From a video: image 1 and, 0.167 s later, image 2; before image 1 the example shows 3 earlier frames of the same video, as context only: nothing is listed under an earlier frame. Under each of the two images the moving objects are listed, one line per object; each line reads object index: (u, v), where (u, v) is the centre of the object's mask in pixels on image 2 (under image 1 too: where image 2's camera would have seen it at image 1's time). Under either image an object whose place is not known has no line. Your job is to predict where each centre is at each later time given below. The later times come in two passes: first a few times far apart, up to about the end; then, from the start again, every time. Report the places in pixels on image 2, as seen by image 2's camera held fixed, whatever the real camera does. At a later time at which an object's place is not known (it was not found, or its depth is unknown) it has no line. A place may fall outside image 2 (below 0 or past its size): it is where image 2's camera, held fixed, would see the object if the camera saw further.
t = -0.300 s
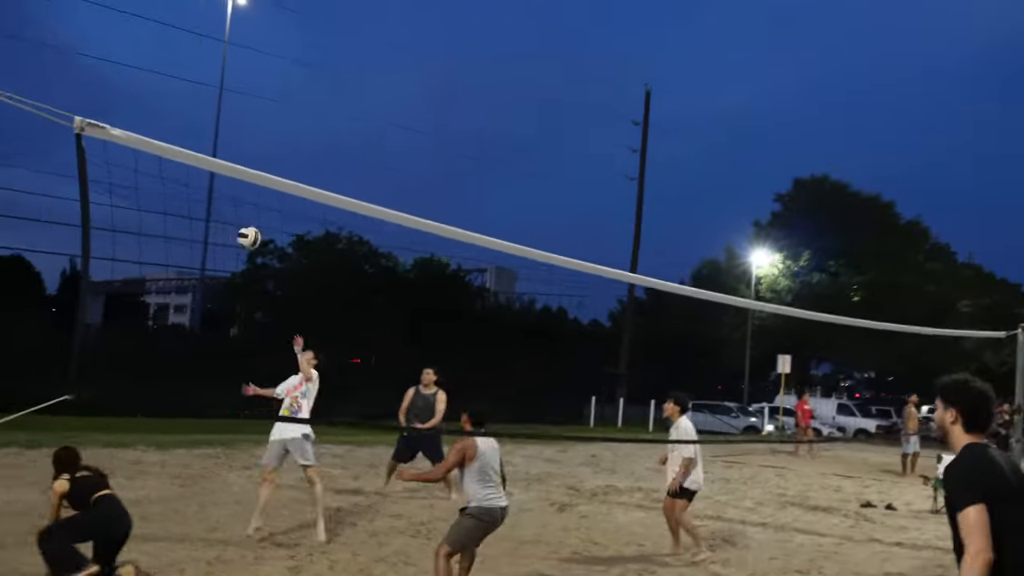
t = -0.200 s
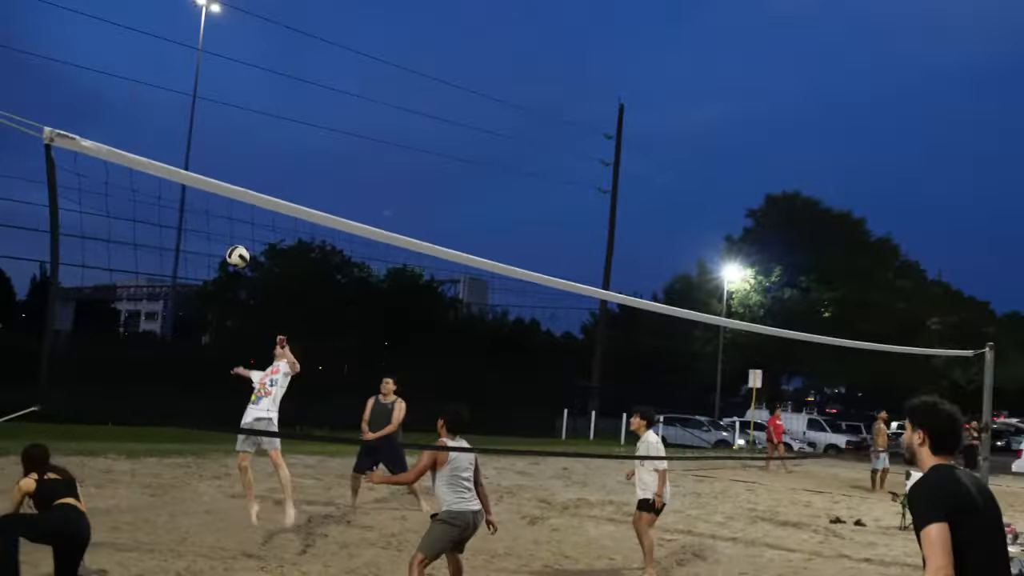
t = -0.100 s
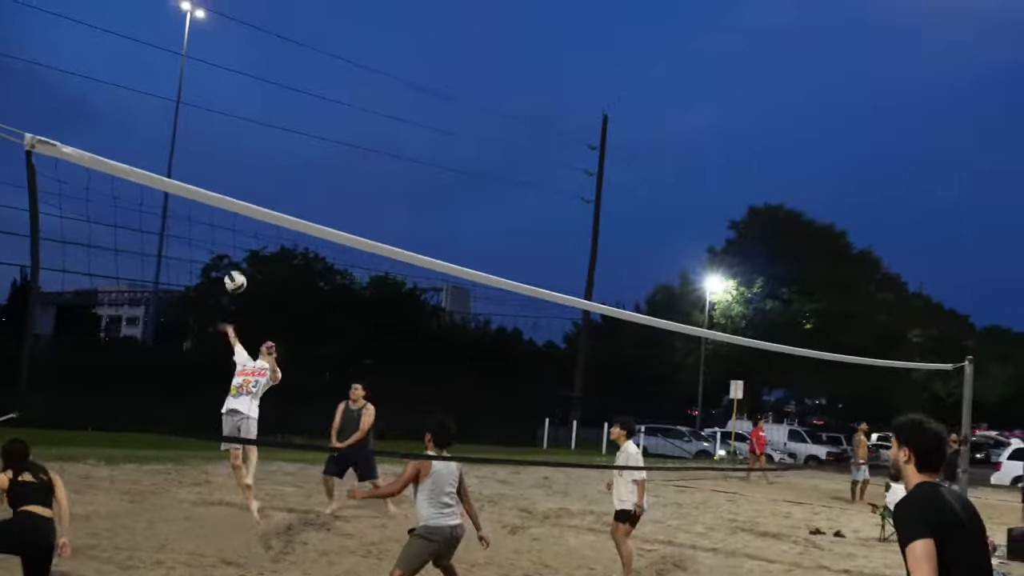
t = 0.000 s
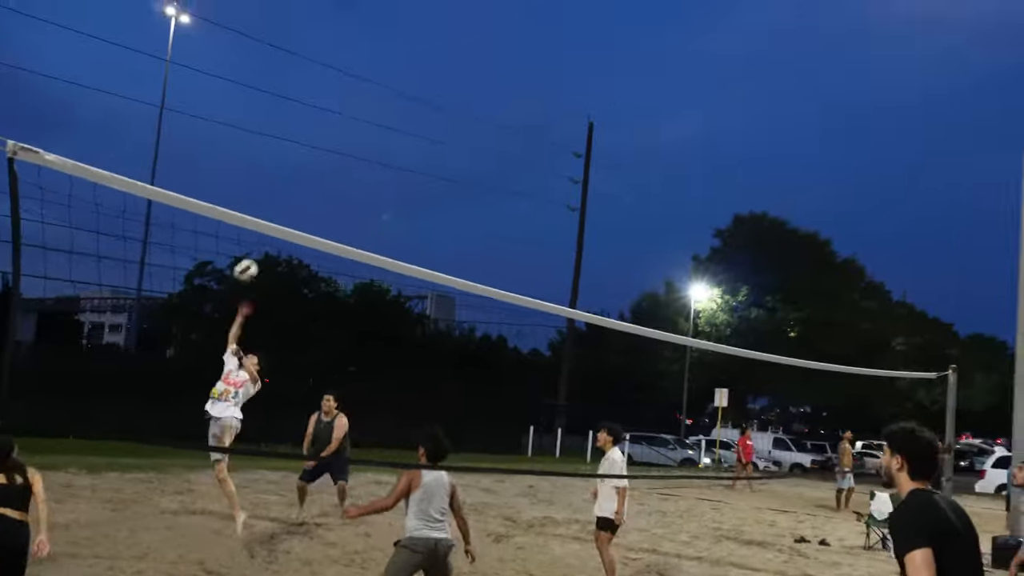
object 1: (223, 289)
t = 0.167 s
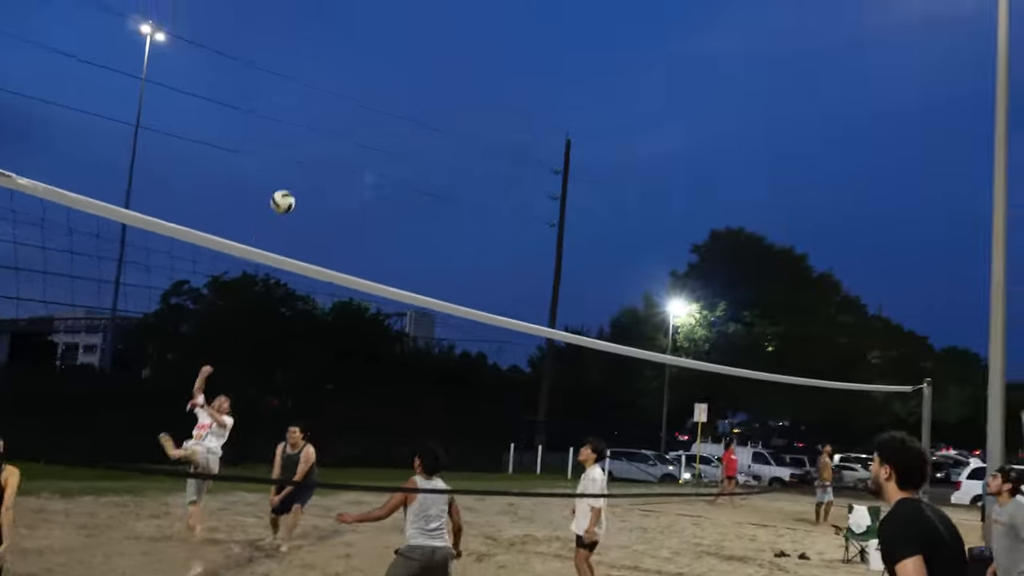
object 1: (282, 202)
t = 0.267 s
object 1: (319, 156)
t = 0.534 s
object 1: (428, 69)
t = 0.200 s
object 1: (294, 186)
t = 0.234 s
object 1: (307, 170)
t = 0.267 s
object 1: (319, 156)
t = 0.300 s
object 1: (332, 142)
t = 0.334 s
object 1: (348, 130)
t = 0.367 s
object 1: (361, 116)
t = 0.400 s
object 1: (373, 105)
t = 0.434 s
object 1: (386, 94)
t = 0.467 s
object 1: (400, 84)
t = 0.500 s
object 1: (414, 77)
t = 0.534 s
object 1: (428, 69)
